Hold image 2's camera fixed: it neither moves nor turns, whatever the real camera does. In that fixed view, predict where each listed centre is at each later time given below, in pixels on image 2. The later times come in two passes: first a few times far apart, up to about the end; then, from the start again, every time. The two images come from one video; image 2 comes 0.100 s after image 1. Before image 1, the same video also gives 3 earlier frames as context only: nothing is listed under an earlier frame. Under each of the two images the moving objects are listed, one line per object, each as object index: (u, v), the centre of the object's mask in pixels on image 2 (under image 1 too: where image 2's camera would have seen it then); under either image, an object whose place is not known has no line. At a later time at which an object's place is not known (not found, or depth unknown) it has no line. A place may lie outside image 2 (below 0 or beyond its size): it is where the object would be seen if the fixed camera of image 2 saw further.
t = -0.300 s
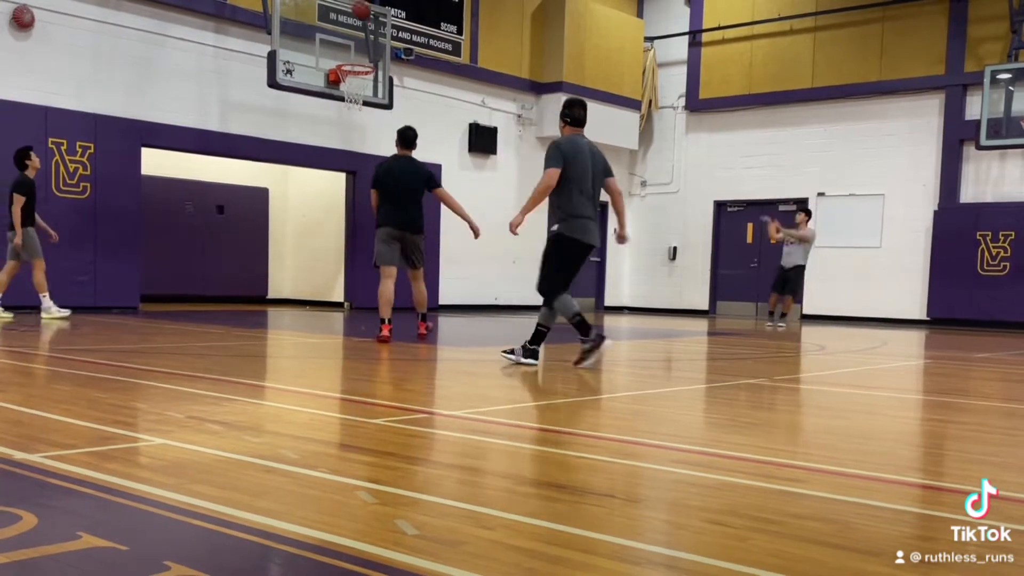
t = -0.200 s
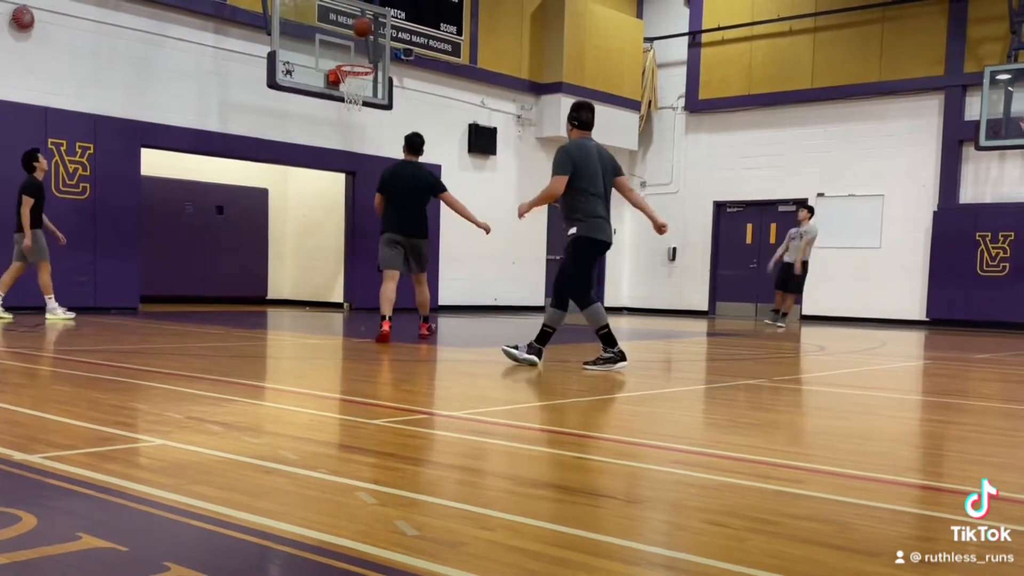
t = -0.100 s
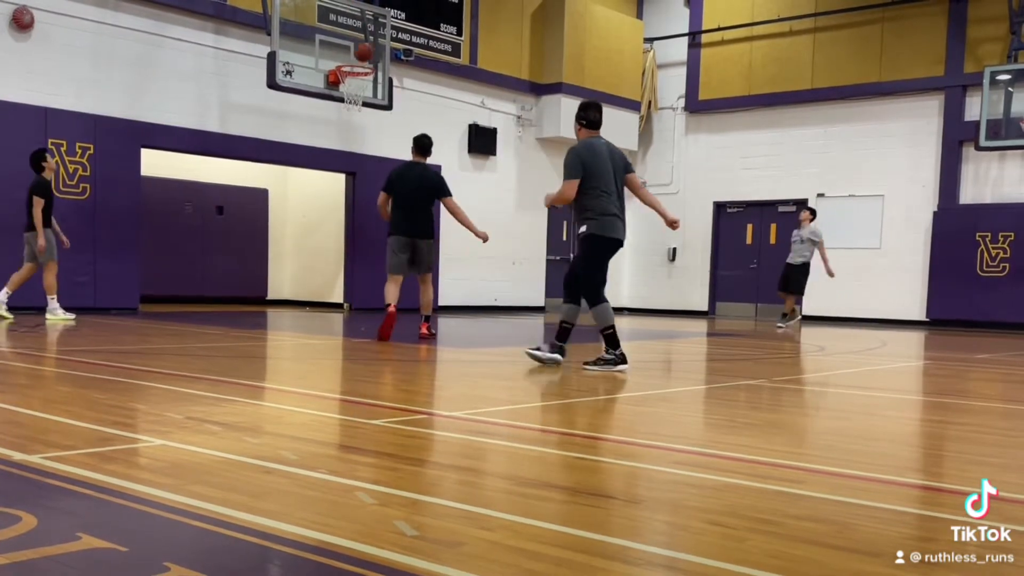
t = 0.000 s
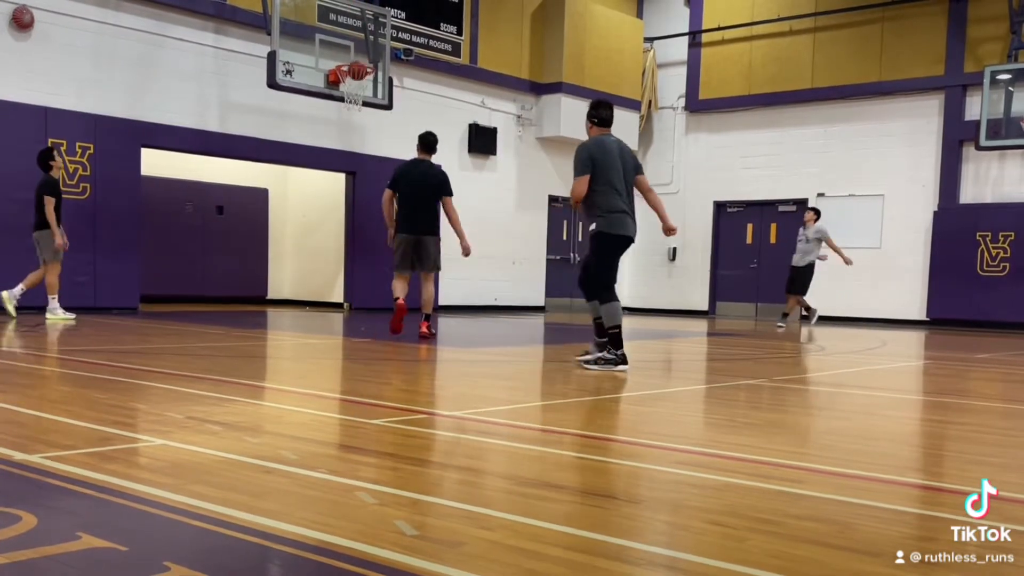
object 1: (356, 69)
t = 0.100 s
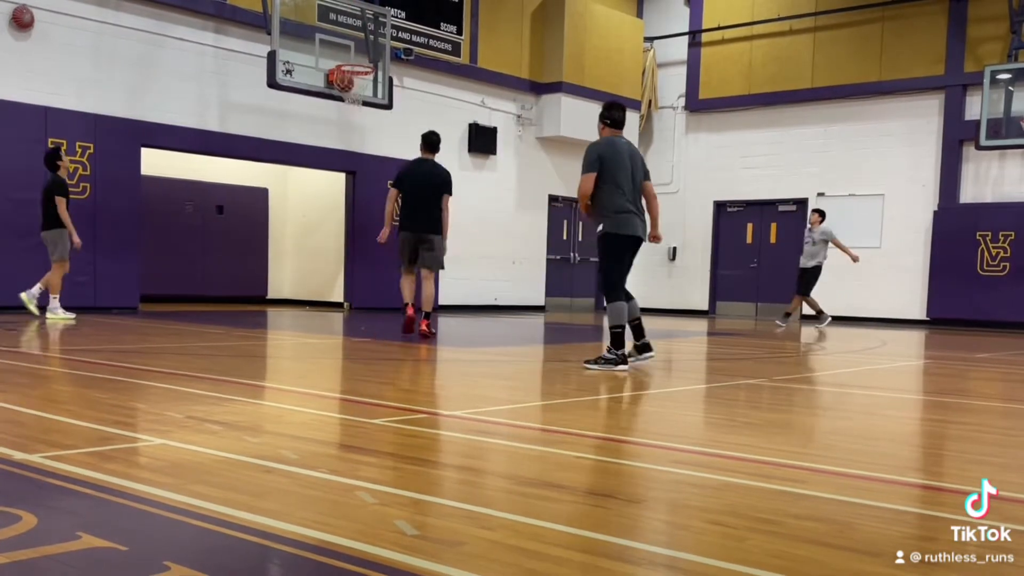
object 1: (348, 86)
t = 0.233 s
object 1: (343, 90)
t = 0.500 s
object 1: (349, 117)
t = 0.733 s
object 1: (360, 190)
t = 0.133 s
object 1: (345, 85)
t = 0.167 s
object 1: (346, 86)
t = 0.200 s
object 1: (343, 88)
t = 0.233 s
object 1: (343, 90)
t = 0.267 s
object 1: (341, 89)
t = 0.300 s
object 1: (342, 91)
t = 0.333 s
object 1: (343, 93)
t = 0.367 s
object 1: (344, 95)
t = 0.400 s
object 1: (345, 100)
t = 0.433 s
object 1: (346, 106)
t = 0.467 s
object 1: (348, 111)
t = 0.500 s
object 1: (349, 117)
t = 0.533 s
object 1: (351, 125)
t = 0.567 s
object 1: (352, 134)
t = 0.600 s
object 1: (354, 143)
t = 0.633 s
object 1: (355, 154)
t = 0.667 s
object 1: (356, 165)
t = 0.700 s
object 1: (359, 177)
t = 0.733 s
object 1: (360, 190)
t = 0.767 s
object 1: (361, 203)
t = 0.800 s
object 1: (362, 217)
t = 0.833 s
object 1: (364, 233)
